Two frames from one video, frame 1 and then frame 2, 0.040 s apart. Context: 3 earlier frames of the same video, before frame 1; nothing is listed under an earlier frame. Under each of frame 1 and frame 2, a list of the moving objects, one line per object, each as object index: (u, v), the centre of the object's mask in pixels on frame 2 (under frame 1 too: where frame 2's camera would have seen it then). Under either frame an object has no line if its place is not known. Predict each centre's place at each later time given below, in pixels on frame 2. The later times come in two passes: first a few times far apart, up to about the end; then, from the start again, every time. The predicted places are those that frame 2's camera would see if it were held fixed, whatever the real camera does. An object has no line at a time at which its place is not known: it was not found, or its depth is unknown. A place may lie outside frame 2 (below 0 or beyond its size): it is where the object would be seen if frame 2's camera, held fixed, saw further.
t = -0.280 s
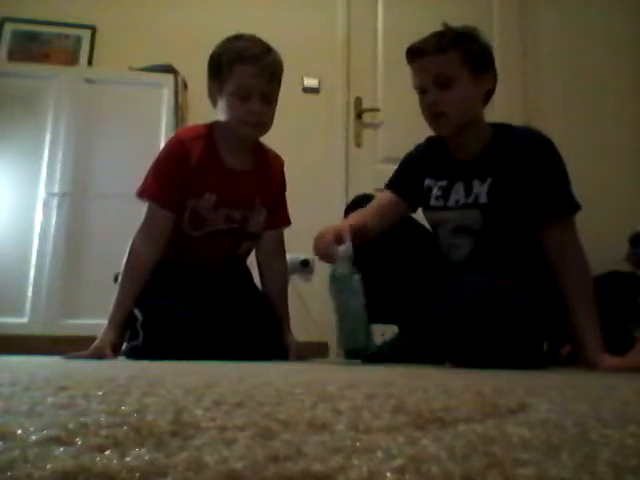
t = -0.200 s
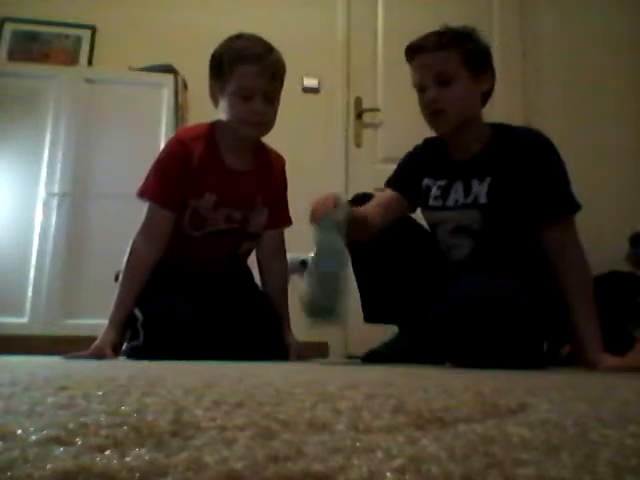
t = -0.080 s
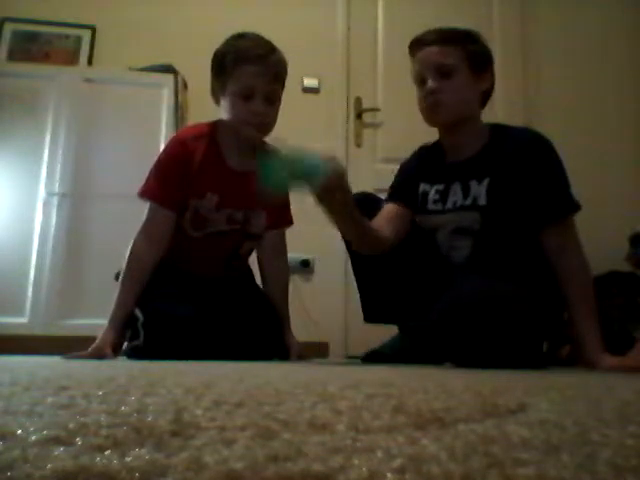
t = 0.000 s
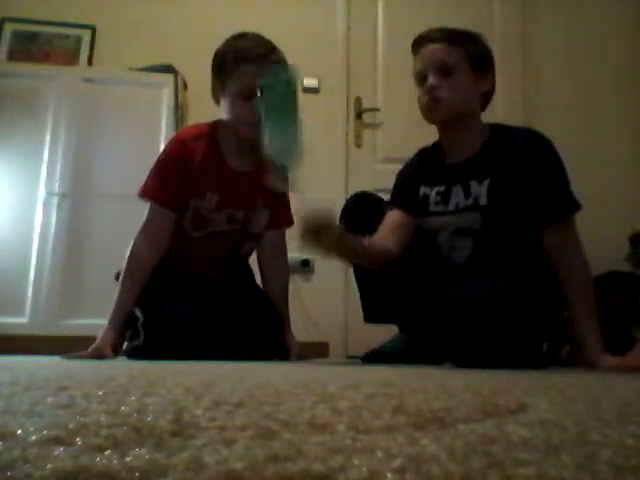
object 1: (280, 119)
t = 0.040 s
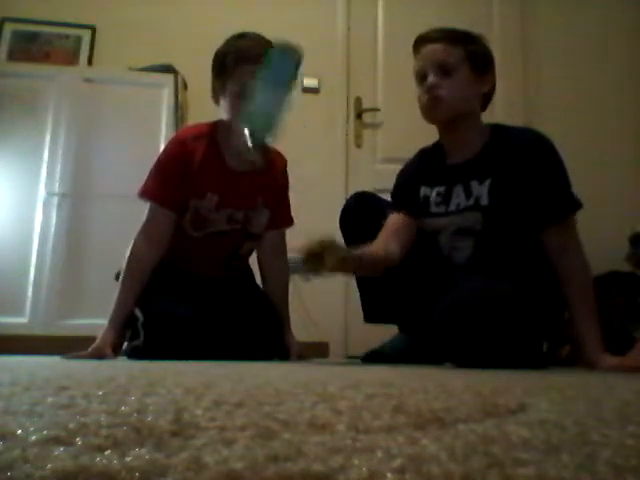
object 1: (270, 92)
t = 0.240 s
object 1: (237, 110)
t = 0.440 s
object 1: (202, 298)
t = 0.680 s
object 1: (211, 298)
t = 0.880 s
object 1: (204, 297)
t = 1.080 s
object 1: (206, 298)
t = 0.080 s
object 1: (264, 73)
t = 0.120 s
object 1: (254, 65)
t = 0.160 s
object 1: (248, 68)
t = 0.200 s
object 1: (242, 84)
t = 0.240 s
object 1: (237, 110)
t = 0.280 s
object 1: (231, 148)
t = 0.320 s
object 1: (224, 206)
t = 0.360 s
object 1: (215, 277)
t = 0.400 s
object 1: (207, 298)
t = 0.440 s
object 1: (202, 298)
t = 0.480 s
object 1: (198, 297)
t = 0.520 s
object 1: (197, 297)
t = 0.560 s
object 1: (197, 297)
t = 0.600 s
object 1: (201, 297)
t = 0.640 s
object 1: (206, 297)
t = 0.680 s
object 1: (211, 298)
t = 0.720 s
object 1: (213, 298)
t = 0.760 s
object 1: (213, 297)
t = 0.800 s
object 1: (209, 297)
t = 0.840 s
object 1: (206, 297)
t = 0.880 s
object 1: (204, 297)
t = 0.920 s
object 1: (205, 298)
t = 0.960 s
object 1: (206, 298)
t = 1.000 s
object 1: (206, 298)
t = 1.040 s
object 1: (206, 298)
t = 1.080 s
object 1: (206, 298)
